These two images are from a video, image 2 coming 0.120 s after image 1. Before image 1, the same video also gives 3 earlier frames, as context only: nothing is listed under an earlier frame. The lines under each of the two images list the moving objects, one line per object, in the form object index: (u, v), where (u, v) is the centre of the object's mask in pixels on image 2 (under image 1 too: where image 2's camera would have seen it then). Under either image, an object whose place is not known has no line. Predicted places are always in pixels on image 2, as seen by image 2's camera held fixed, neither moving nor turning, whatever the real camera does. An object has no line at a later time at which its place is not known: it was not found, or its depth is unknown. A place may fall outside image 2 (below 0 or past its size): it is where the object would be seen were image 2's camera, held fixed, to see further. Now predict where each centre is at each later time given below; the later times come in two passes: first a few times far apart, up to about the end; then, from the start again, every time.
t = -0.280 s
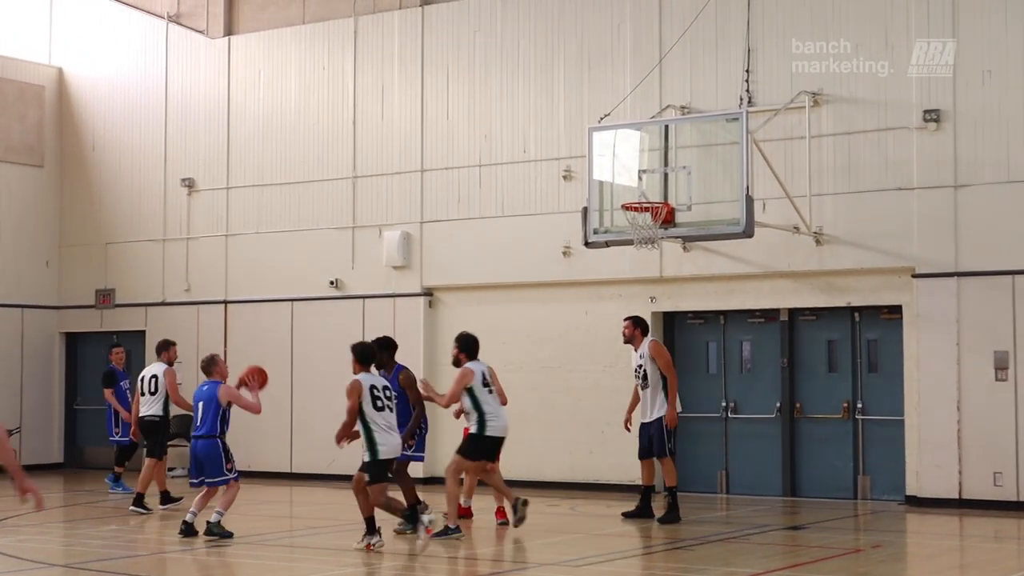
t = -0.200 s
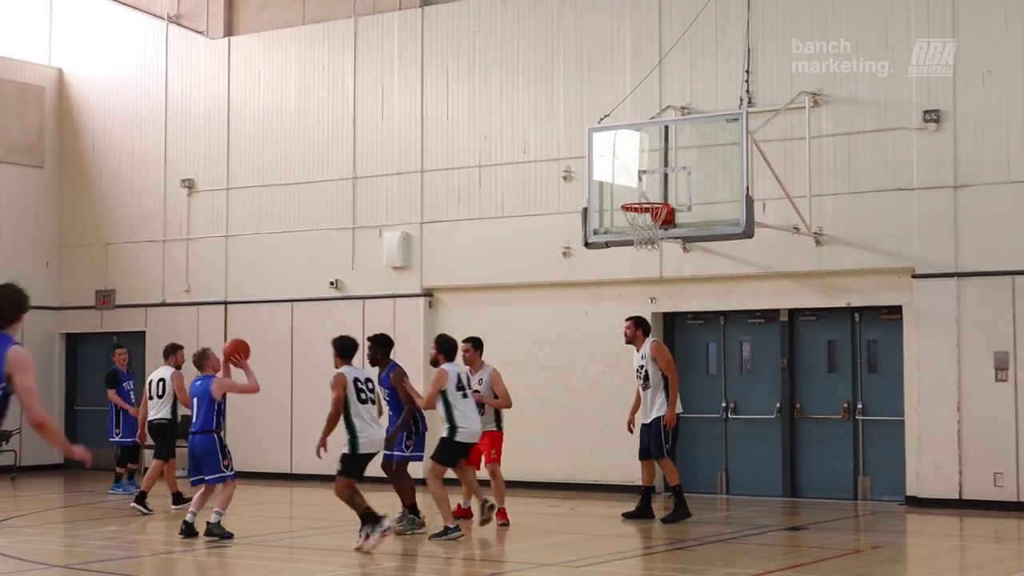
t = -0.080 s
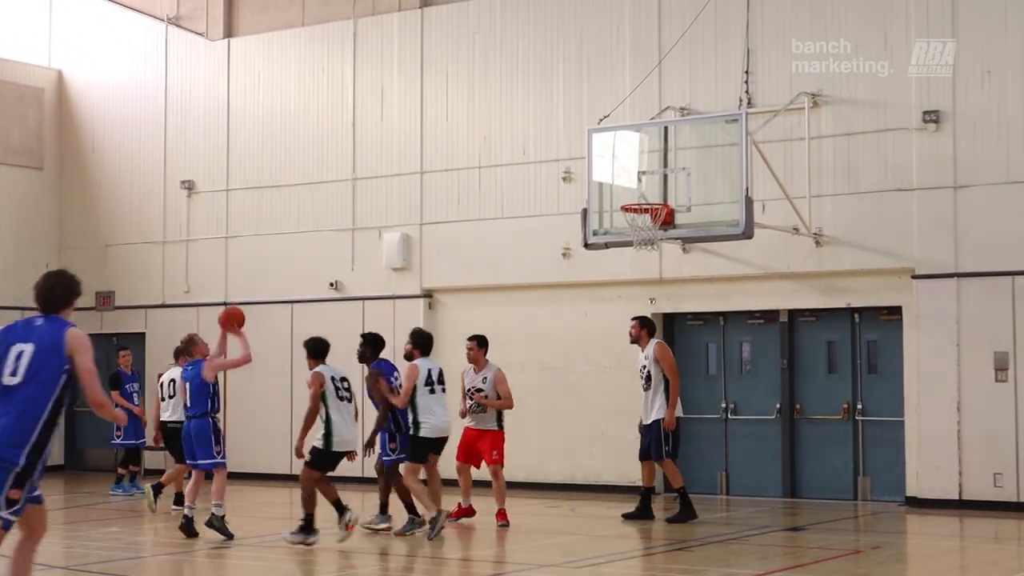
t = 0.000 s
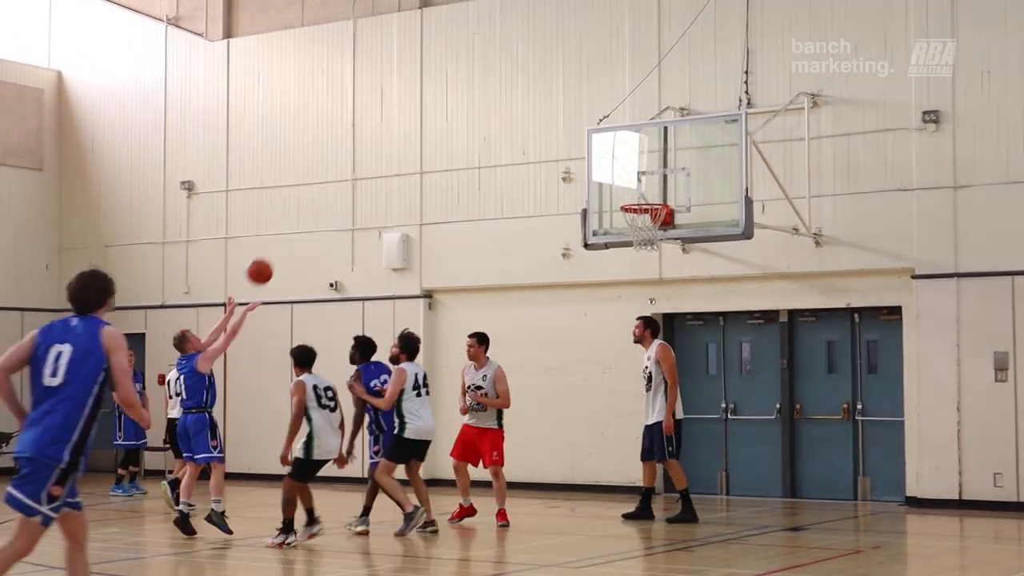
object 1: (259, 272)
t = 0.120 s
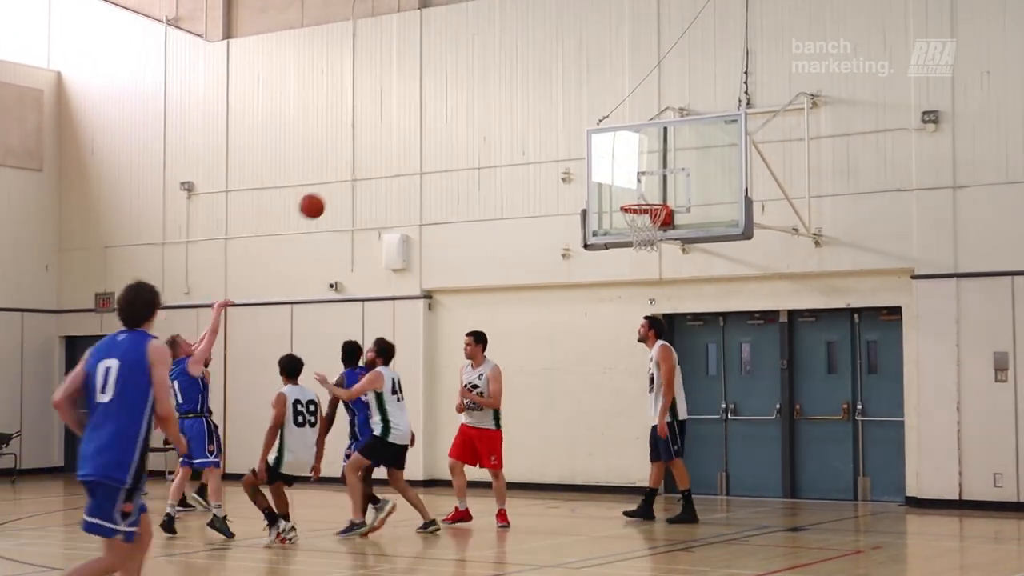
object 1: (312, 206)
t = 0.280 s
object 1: (378, 145)
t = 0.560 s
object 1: (486, 107)
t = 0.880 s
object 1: (598, 160)
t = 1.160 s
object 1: (662, 224)
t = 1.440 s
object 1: (640, 234)
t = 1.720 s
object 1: (626, 301)
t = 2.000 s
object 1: (614, 443)
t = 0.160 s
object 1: (329, 187)
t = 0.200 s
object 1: (345, 171)
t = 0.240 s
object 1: (362, 157)
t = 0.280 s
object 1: (378, 145)
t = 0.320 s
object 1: (394, 134)
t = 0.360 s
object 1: (410, 125)
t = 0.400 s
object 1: (425, 118)
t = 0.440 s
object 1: (441, 113)
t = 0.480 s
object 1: (456, 109)
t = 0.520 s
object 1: (471, 107)
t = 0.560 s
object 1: (486, 107)
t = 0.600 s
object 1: (500, 108)
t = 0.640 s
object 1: (515, 111)
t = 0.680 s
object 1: (529, 115)
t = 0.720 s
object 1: (543, 121)
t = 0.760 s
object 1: (557, 129)
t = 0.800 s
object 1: (571, 138)
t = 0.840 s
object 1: (584, 148)
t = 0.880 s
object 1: (598, 160)
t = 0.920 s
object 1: (612, 174)
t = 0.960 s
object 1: (625, 189)
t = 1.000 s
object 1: (639, 204)
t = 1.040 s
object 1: (648, 217)
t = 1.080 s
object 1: (658, 223)
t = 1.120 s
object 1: (661, 225)
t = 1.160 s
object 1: (662, 224)
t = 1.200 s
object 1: (660, 224)
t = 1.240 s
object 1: (658, 223)
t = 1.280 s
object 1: (654, 223)
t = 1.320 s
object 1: (650, 223)
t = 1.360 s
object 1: (645, 228)
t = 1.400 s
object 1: (642, 229)
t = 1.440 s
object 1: (640, 234)
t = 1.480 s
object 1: (637, 239)
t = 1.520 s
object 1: (635, 246)
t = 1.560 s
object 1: (633, 254)
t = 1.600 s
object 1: (631, 263)
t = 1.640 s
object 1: (629, 275)
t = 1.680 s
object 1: (628, 287)
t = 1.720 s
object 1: (626, 301)
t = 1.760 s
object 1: (624, 317)
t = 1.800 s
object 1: (622, 335)
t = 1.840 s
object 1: (620, 354)
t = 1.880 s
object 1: (619, 374)
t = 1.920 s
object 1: (617, 395)
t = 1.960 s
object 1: (615, 419)
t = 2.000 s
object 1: (614, 443)
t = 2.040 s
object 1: (612, 470)
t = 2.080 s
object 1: (611, 497)
